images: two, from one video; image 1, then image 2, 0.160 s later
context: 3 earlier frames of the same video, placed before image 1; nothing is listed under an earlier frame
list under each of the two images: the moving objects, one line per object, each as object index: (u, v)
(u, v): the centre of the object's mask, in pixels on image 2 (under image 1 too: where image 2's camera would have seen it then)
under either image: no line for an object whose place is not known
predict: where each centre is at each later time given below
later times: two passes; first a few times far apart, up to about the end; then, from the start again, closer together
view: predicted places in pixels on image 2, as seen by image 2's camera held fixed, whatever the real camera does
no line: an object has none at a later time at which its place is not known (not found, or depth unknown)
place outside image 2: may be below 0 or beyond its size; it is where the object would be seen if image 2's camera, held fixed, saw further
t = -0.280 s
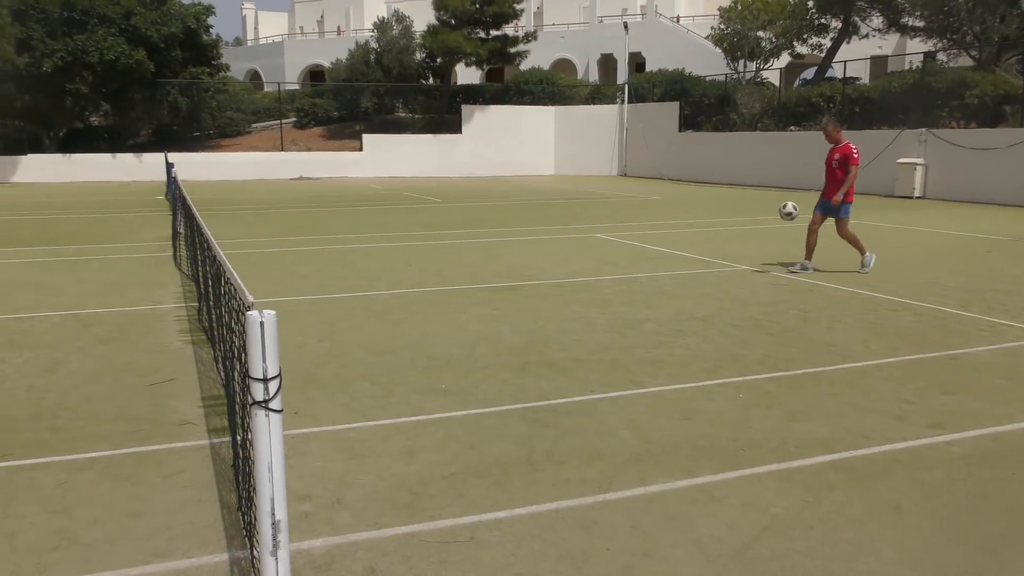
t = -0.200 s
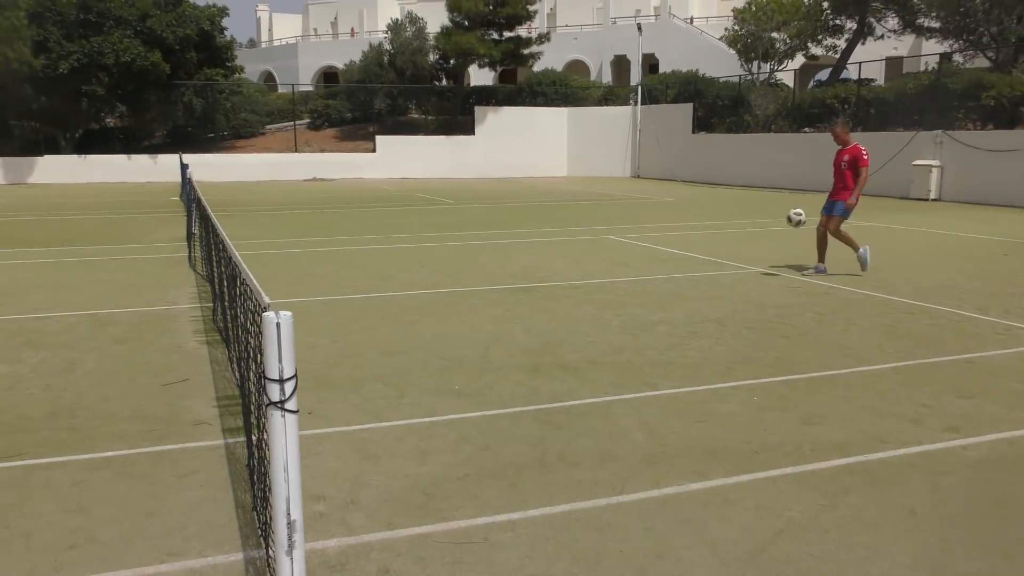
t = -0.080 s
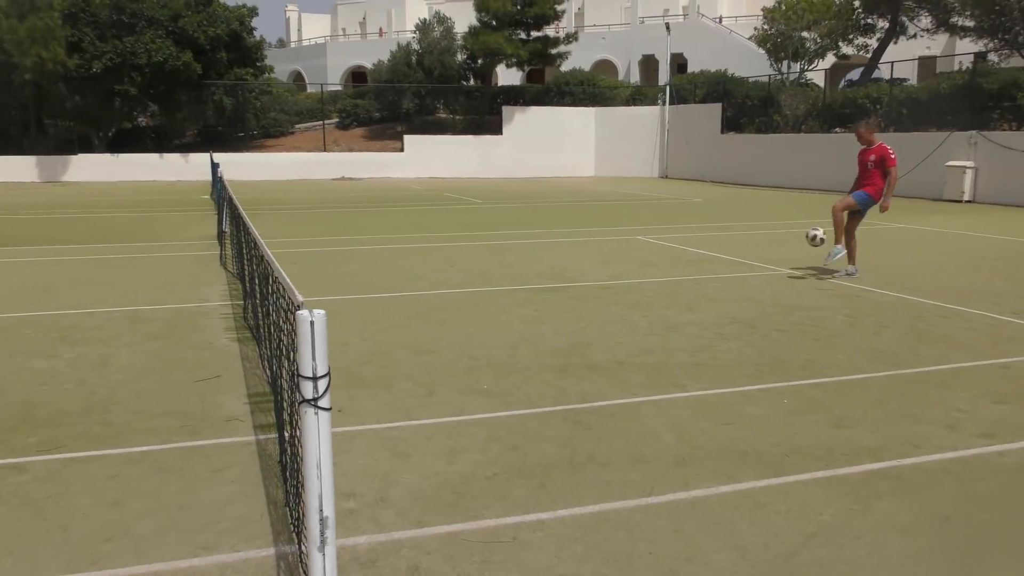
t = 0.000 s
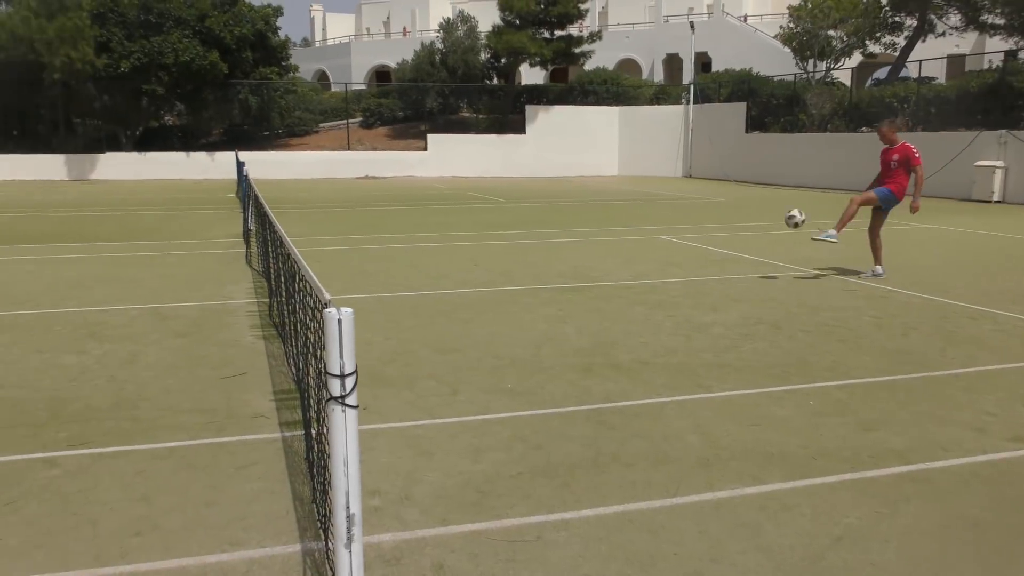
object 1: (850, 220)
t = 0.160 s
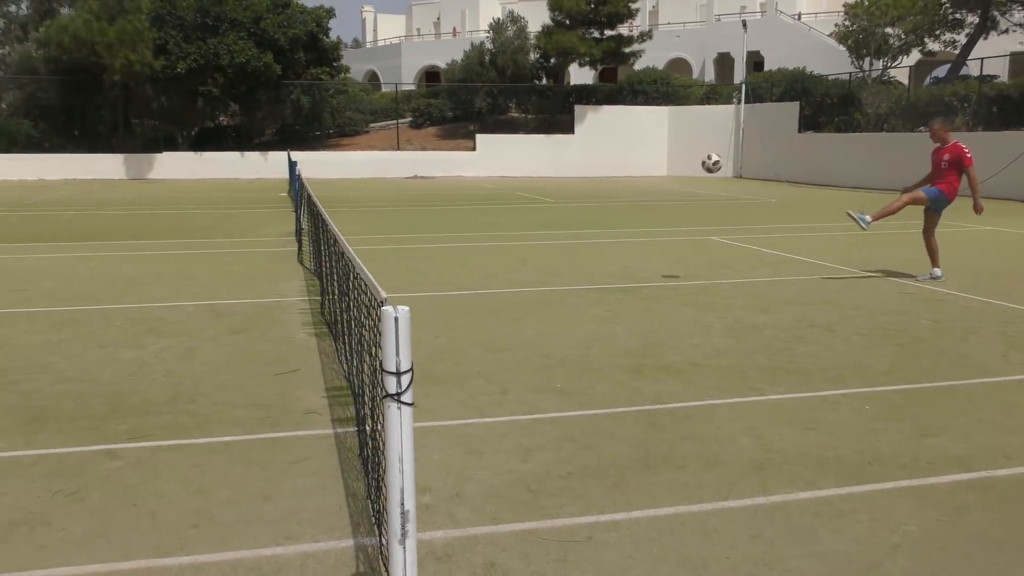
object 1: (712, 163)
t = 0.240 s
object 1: (642, 143)
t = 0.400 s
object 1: (502, 121)
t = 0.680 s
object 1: (255, 143)
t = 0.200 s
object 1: (677, 152)
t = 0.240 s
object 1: (642, 143)
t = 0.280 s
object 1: (607, 136)
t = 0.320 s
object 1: (572, 129)
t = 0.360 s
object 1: (537, 124)
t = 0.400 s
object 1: (502, 121)
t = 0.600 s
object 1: (324, 129)
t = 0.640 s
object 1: (290, 135)
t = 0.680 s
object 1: (255, 143)
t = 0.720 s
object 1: (220, 152)
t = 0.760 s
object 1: (186, 162)
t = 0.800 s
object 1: (150, 174)
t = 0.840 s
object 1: (115, 187)
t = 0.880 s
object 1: (82, 201)
